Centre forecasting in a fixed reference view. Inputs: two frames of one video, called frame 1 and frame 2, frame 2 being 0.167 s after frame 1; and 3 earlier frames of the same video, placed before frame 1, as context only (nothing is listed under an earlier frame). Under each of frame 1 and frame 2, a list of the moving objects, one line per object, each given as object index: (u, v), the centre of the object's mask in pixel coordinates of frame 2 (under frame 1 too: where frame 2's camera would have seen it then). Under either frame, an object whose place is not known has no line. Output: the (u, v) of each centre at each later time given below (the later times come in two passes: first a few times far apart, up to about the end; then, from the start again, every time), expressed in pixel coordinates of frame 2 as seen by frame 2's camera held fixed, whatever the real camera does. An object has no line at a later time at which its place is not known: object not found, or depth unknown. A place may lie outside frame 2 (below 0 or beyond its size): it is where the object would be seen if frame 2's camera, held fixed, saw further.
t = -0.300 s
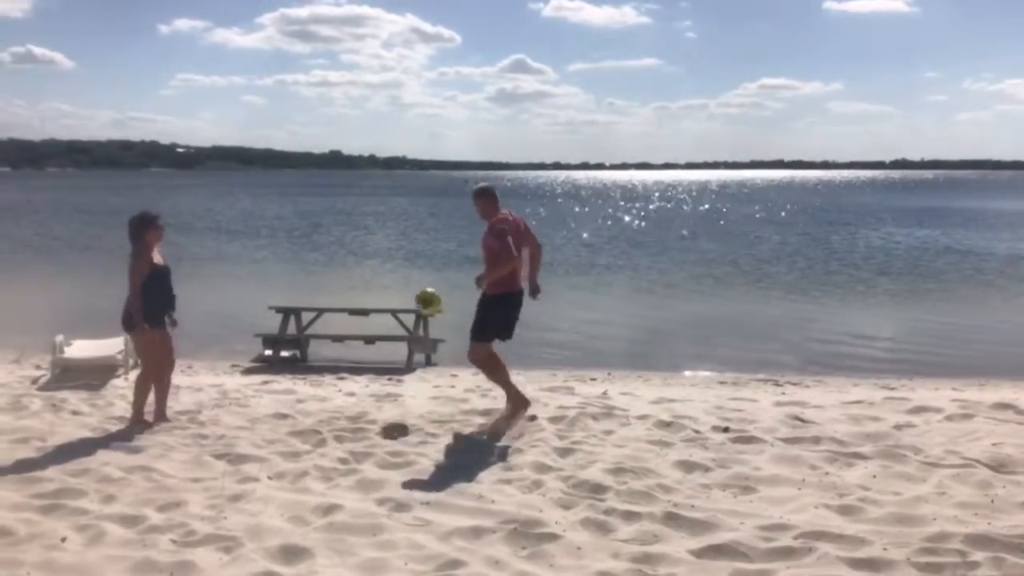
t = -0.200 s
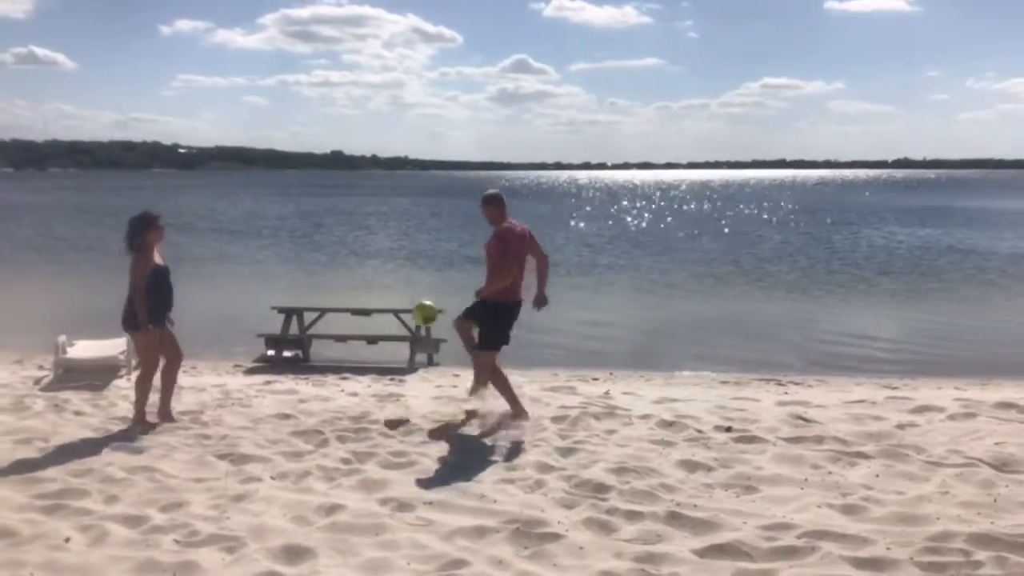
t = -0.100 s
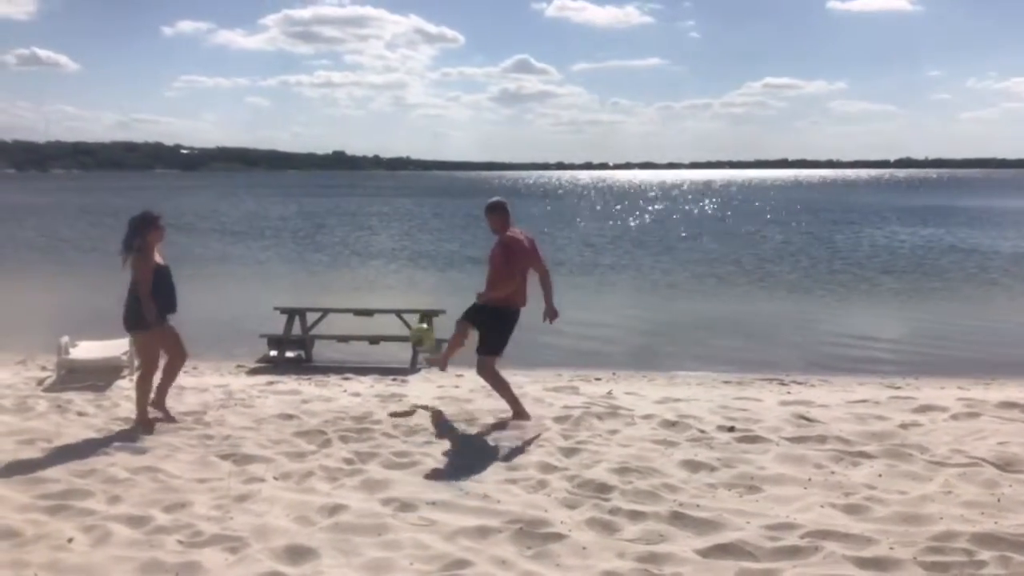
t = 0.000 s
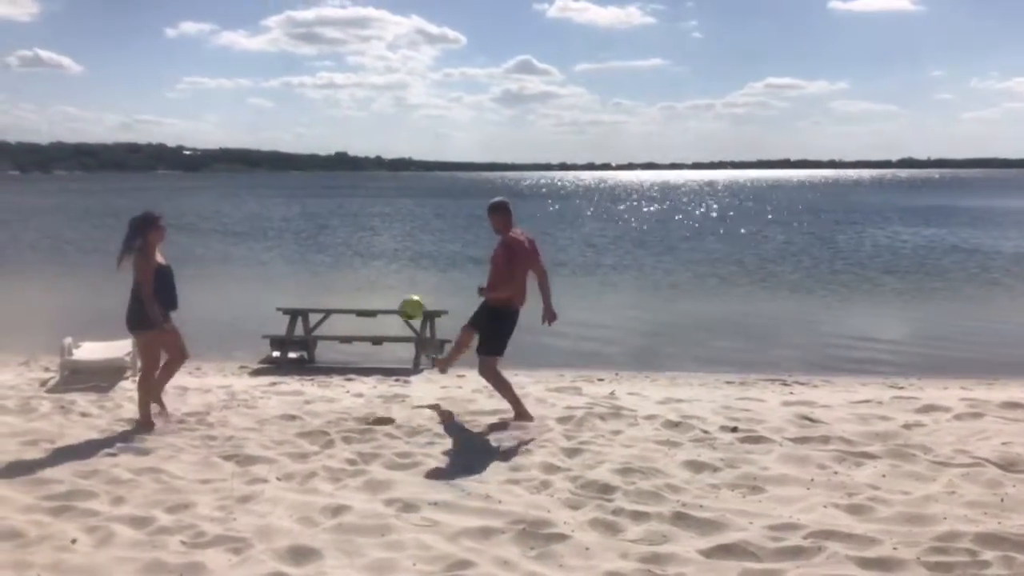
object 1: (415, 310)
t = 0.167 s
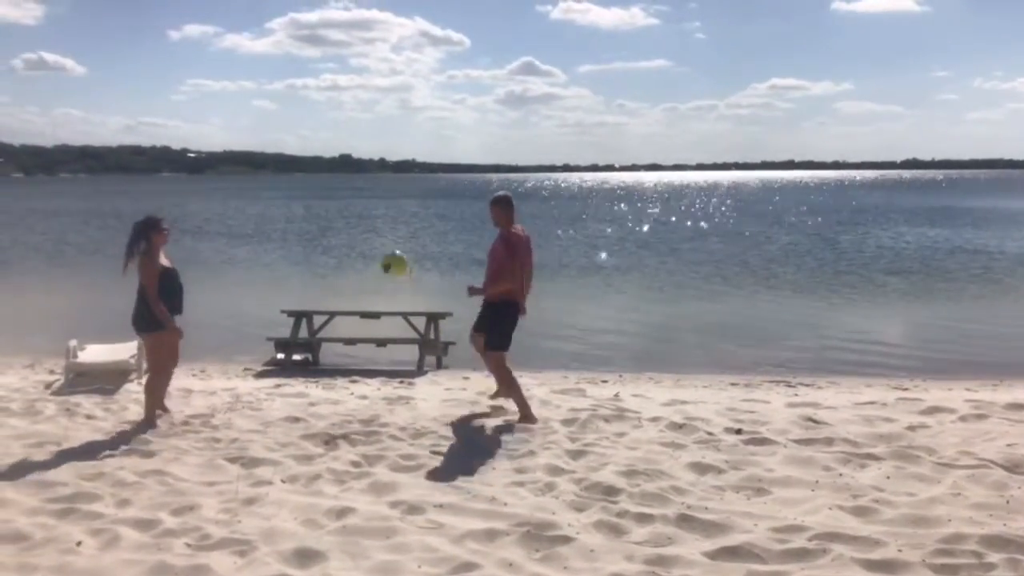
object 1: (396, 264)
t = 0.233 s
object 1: (386, 253)
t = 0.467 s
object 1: (356, 258)
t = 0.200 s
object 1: (392, 259)
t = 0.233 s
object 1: (386, 253)
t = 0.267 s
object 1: (382, 250)
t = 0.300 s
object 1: (378, 248)
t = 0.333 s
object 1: (374, 248)
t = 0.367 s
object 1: (369, 248)
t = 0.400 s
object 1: (365, 250)
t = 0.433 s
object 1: (360, 253)
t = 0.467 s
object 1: (356, 258)
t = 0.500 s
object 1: (352, 263)
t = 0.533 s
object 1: (348, 271)
